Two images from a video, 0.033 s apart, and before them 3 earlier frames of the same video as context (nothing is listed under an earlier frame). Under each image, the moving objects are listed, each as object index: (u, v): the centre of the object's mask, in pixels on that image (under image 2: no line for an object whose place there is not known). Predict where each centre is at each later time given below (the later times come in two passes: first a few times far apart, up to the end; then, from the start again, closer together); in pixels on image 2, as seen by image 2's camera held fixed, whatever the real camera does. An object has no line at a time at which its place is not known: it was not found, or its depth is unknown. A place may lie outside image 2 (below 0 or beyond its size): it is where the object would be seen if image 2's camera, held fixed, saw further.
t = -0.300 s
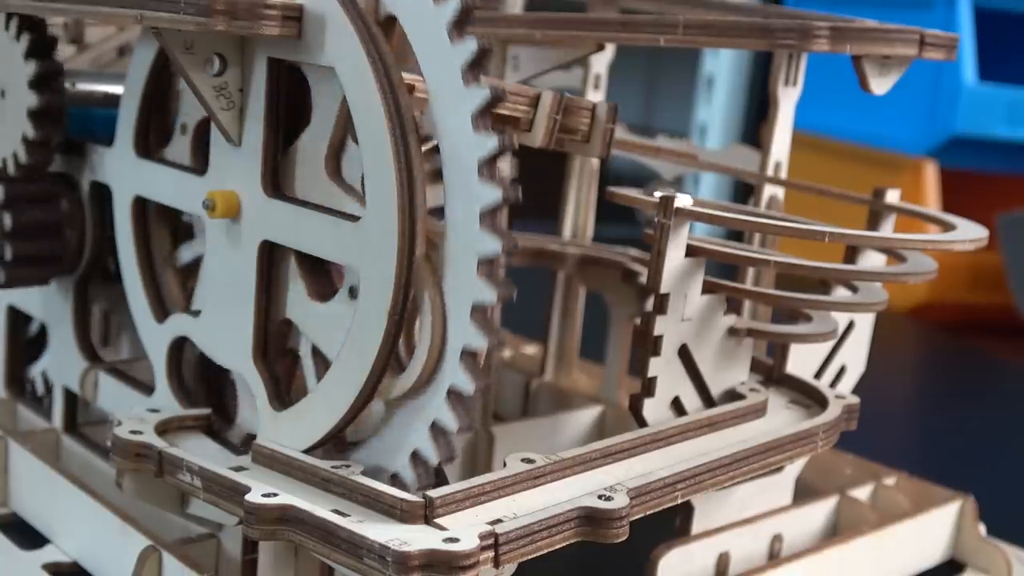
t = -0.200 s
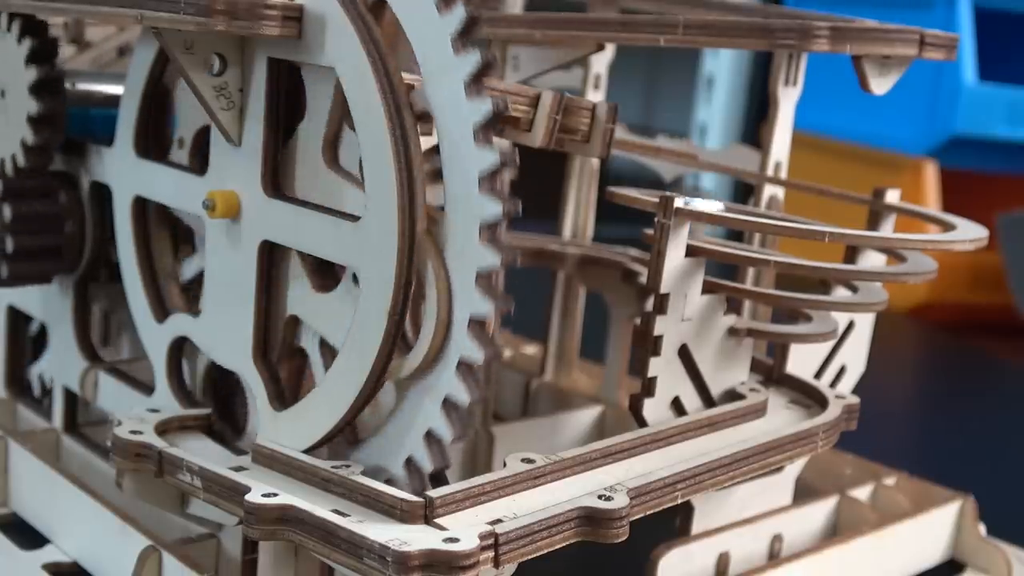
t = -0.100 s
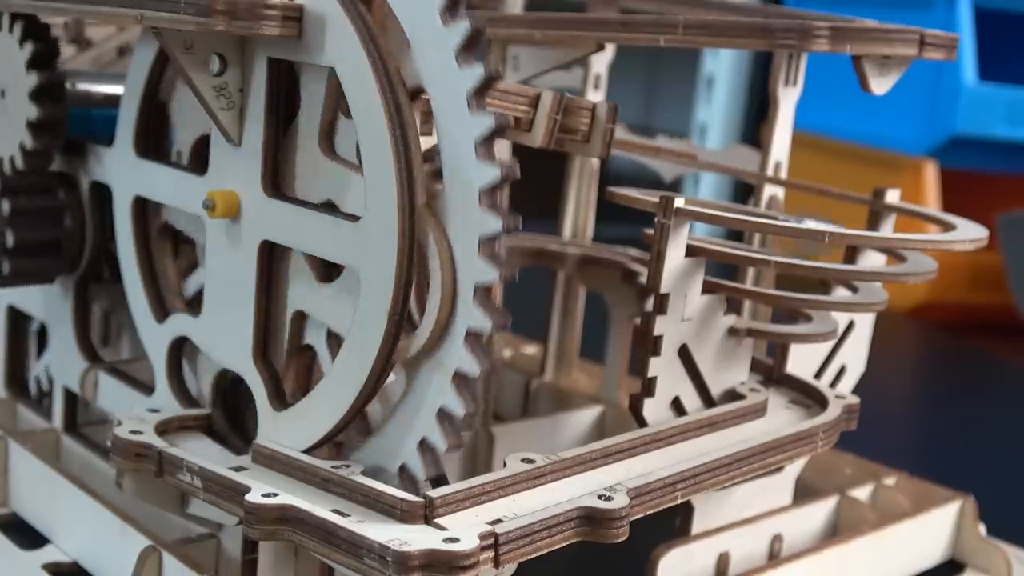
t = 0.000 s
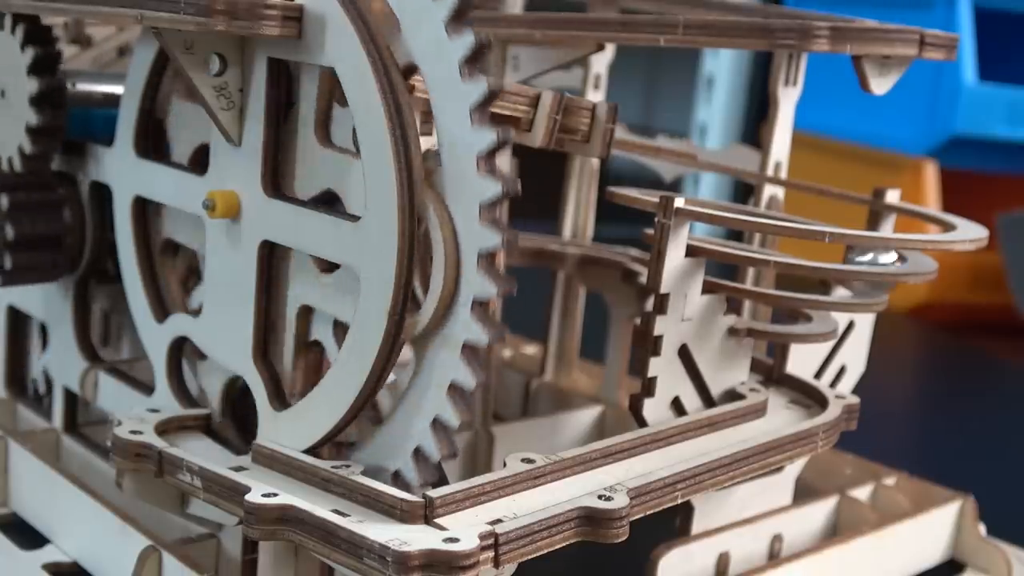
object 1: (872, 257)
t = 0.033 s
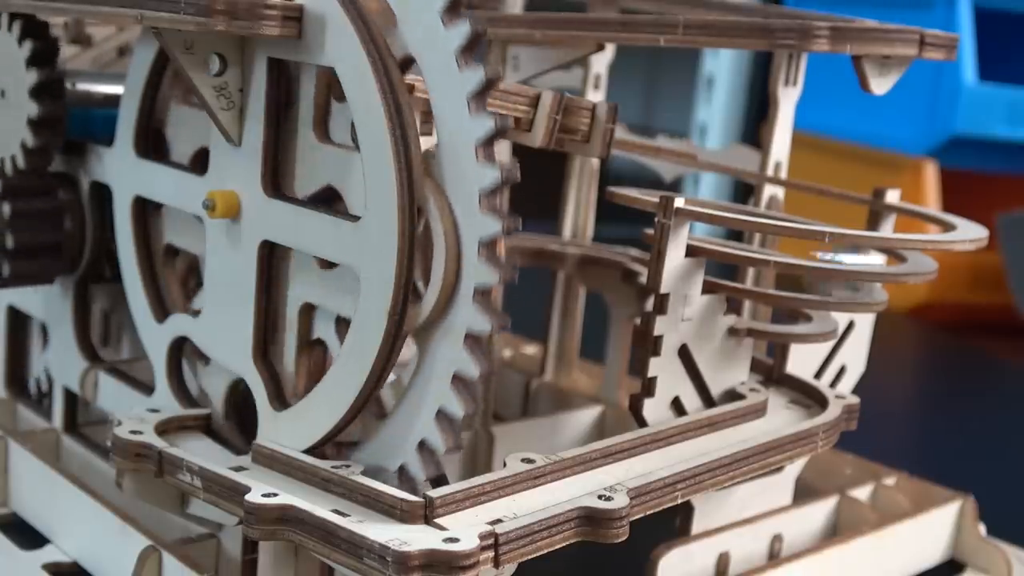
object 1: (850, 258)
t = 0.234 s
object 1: (764, 252)
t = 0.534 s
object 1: (761, 352)
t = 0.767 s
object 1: (793, 372)
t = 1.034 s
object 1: (726, 411)
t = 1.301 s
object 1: (506, 477)
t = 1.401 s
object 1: (375, 487)
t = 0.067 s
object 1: (805, 253)
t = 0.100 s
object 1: (760, 247)
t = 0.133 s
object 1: (724, 241)
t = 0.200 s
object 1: (722, 243)
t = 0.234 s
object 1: (764, 252)
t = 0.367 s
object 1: (788, 287)
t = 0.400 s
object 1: (752, 280)
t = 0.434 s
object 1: (739, 276)
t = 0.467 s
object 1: (747, 300)
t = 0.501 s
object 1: (760, 351)
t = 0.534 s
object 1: (761, 352)
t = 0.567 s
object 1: (760, 352)
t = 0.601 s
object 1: (761, 352)
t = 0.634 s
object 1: (767, 355)
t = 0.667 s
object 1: (771, 356)
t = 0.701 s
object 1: (776, 361)
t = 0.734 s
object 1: (784, 367)
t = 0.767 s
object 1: (793, 372)
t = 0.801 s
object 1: (799, 379)
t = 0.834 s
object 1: (803, 386)
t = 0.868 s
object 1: (800, 391)
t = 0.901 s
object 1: (791, 393)
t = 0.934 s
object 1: (780, 395)
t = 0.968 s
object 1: (757, 398)
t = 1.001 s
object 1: (743, 404)
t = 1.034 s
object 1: (726, 411)
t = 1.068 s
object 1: (705, 417)
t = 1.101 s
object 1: (688, 423)
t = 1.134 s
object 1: (665, 430)
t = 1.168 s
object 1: (640, 439)
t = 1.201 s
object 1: (612, 445)
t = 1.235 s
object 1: (578, 454)
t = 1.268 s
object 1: (541, 465)
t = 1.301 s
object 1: (506, 477)
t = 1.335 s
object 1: (462, 488)
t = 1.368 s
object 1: (410, 490)
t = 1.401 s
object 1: (375, 487)
